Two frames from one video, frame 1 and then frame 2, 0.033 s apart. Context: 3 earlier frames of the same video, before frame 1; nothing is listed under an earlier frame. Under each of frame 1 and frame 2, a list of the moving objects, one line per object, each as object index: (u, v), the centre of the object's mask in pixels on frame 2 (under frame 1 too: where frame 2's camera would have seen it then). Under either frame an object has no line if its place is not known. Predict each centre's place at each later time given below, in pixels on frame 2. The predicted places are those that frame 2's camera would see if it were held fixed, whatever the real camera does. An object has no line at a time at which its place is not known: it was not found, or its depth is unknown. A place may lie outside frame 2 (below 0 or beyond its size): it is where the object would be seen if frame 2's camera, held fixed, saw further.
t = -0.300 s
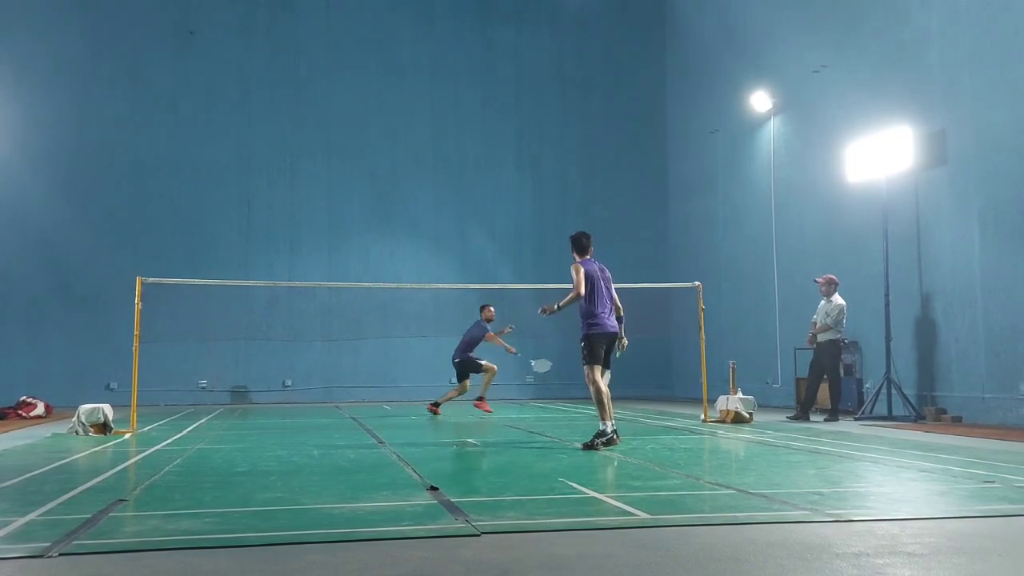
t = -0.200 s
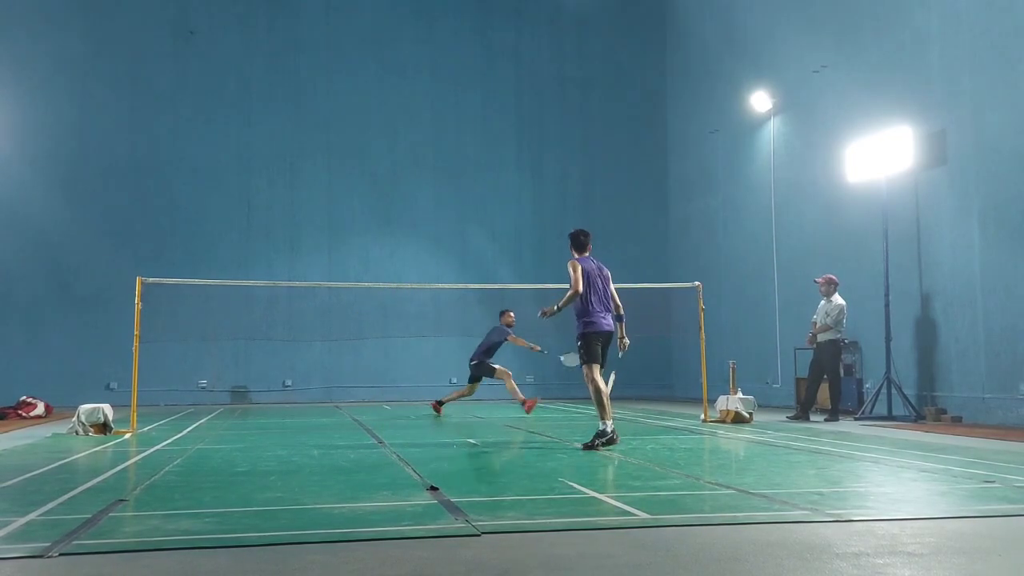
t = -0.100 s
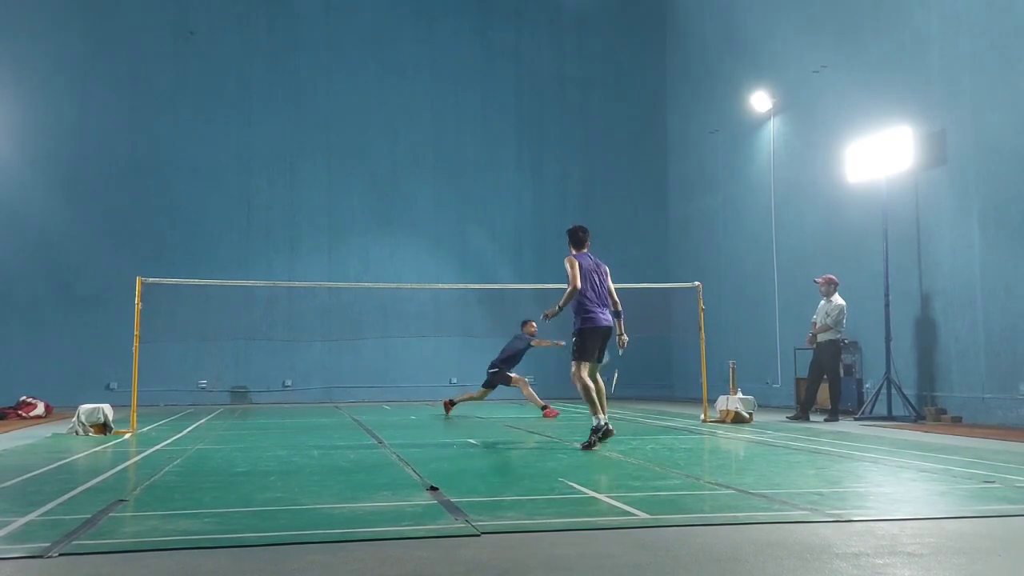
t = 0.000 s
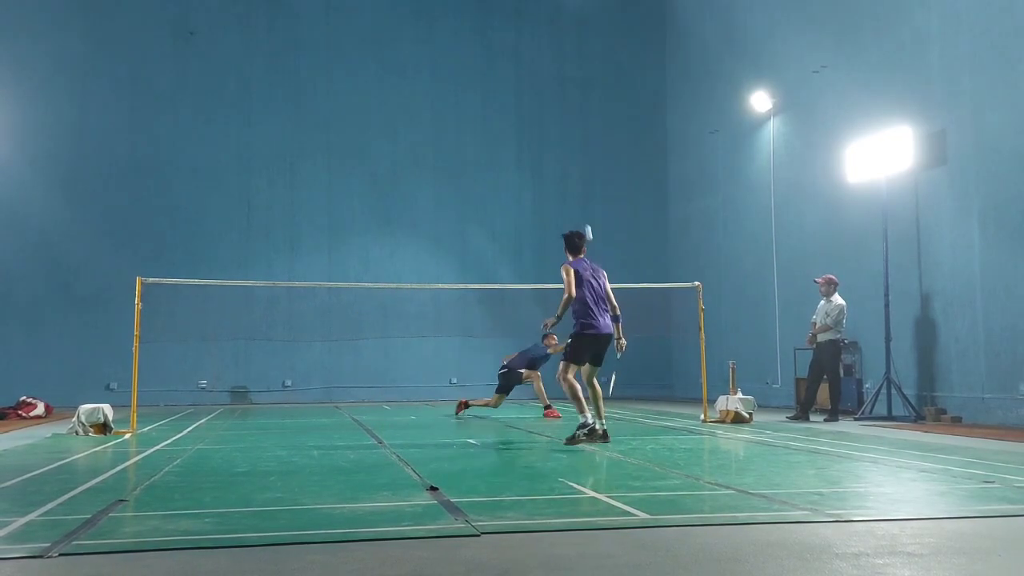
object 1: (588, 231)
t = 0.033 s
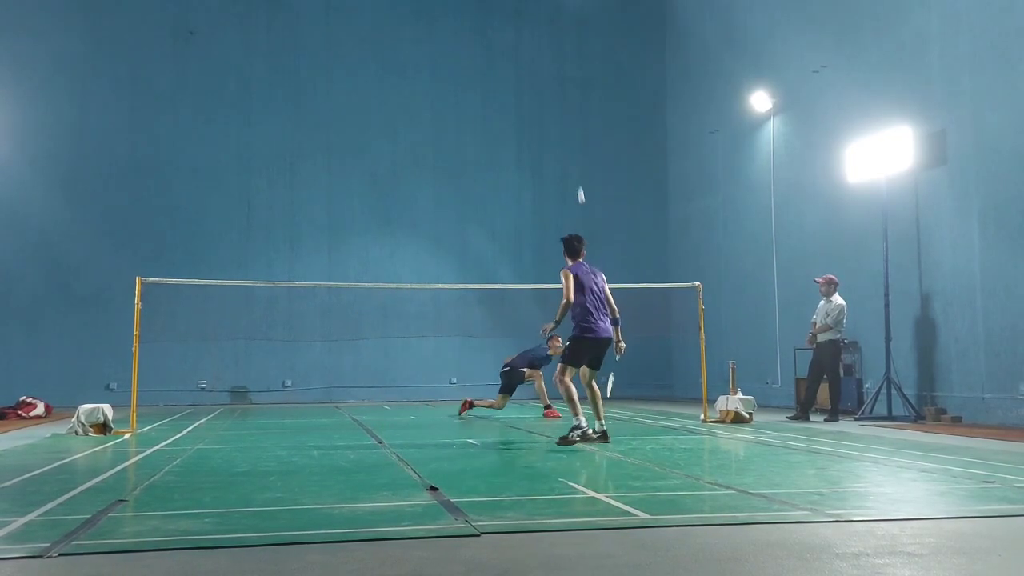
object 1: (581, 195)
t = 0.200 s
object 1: (552, 31)
